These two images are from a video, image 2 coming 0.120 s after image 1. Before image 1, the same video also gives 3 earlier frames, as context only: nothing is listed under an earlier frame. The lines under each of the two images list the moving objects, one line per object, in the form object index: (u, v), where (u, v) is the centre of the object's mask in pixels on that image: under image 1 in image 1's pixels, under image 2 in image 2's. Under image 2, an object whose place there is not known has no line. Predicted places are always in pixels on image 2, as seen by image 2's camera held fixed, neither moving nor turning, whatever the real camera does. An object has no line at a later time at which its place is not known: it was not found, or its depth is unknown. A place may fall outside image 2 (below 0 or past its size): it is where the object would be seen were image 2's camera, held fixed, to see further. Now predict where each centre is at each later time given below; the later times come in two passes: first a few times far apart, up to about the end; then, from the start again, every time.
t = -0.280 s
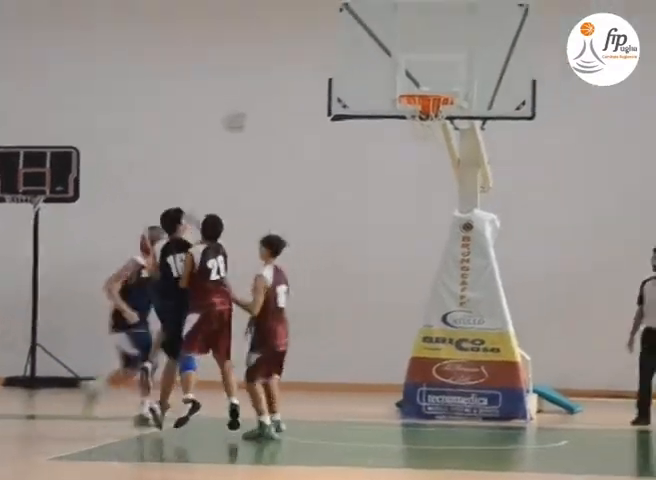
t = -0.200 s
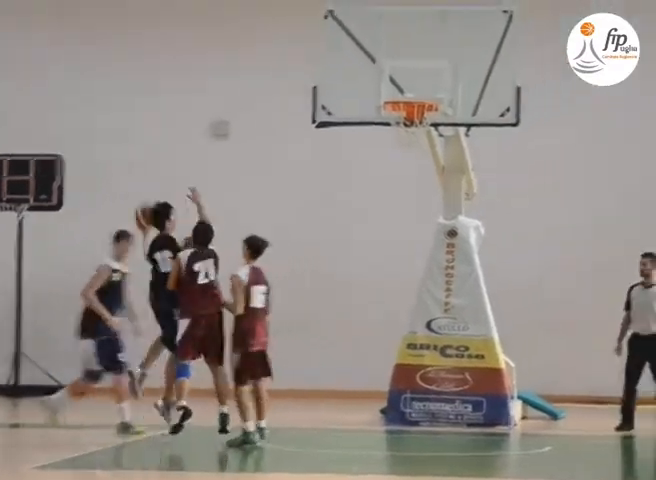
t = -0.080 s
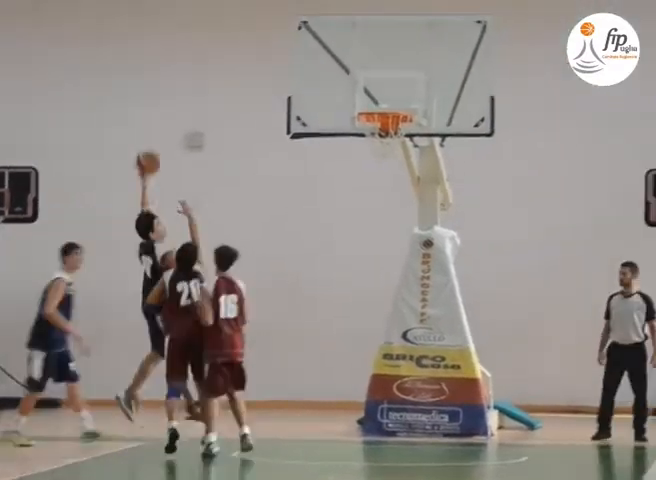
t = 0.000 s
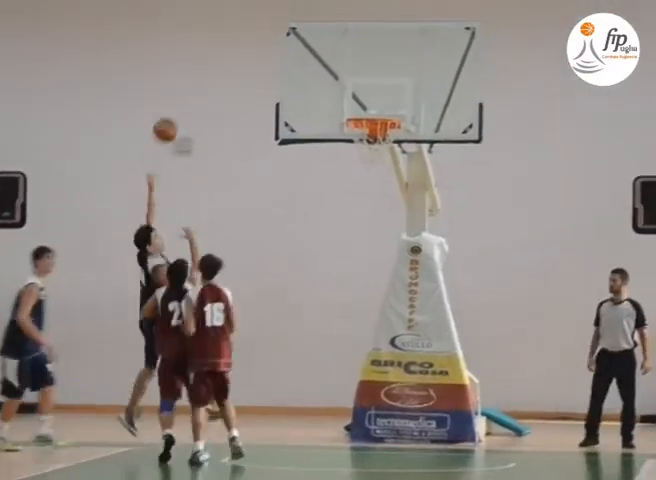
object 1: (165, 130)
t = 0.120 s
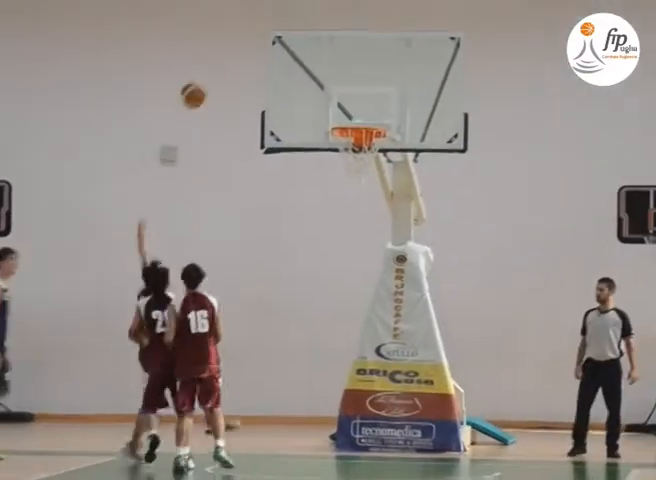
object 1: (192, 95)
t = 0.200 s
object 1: (218, 76)
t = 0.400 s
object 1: (293, 54)
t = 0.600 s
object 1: (361, 75)
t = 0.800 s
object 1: (431, 141)
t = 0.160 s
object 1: (207, 84)
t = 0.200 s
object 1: (218, 76)
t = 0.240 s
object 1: (230, 69)
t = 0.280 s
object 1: (248, 61)
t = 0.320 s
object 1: (263, 56)
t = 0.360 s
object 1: (278, 53)
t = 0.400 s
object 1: (293, 54)
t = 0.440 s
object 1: (304, 55)
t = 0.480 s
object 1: (318, 58)
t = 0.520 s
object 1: (332, 61)
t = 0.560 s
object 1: (346, 68)
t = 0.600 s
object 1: (361, 75)
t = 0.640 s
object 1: (376, 85)
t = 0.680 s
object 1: (389, 96)
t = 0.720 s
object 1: (404, 109)
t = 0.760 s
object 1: (414, 124)
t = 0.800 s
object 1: (431, 141)
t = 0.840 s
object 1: (444, 160)
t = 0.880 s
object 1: (452, 180)
